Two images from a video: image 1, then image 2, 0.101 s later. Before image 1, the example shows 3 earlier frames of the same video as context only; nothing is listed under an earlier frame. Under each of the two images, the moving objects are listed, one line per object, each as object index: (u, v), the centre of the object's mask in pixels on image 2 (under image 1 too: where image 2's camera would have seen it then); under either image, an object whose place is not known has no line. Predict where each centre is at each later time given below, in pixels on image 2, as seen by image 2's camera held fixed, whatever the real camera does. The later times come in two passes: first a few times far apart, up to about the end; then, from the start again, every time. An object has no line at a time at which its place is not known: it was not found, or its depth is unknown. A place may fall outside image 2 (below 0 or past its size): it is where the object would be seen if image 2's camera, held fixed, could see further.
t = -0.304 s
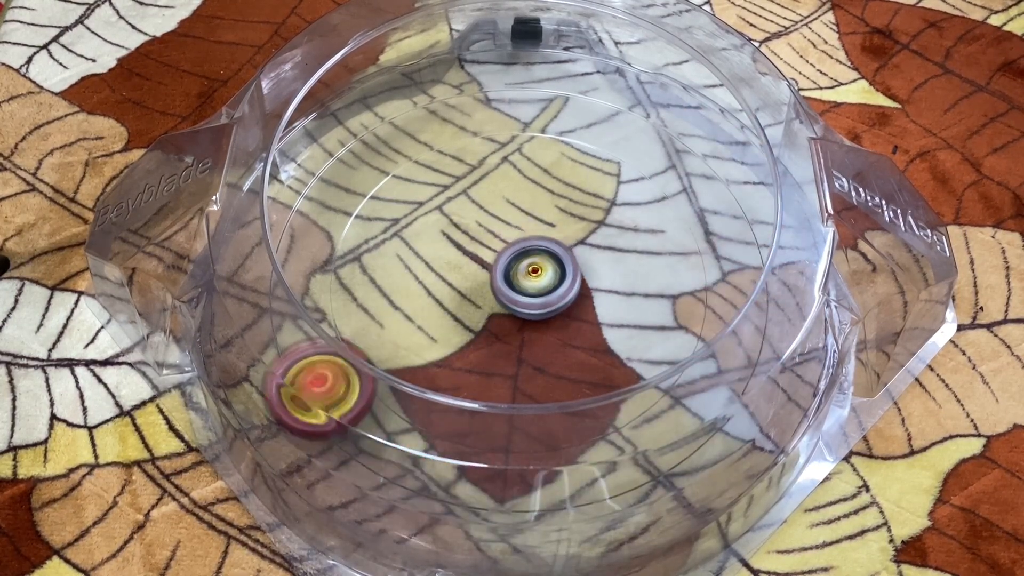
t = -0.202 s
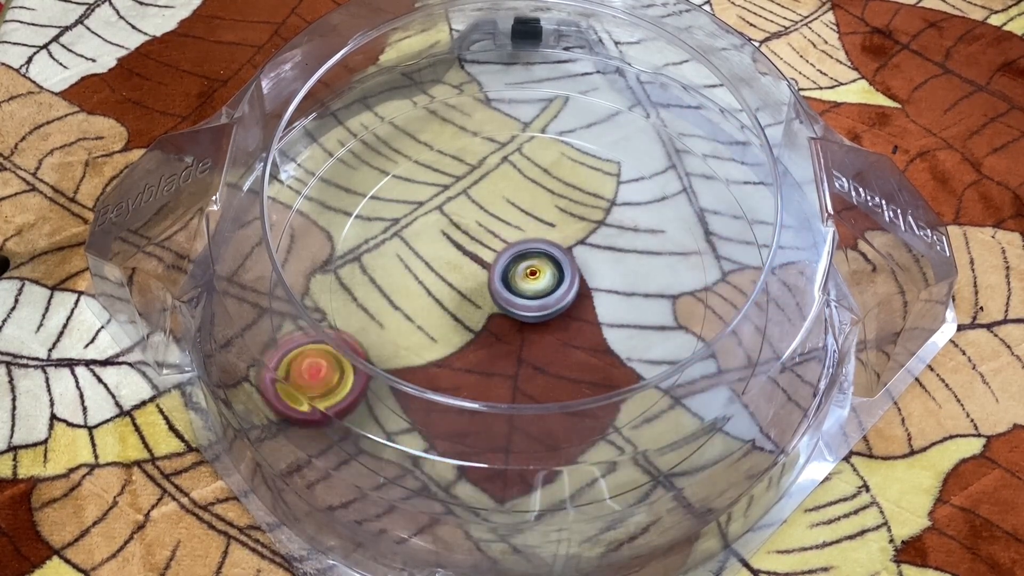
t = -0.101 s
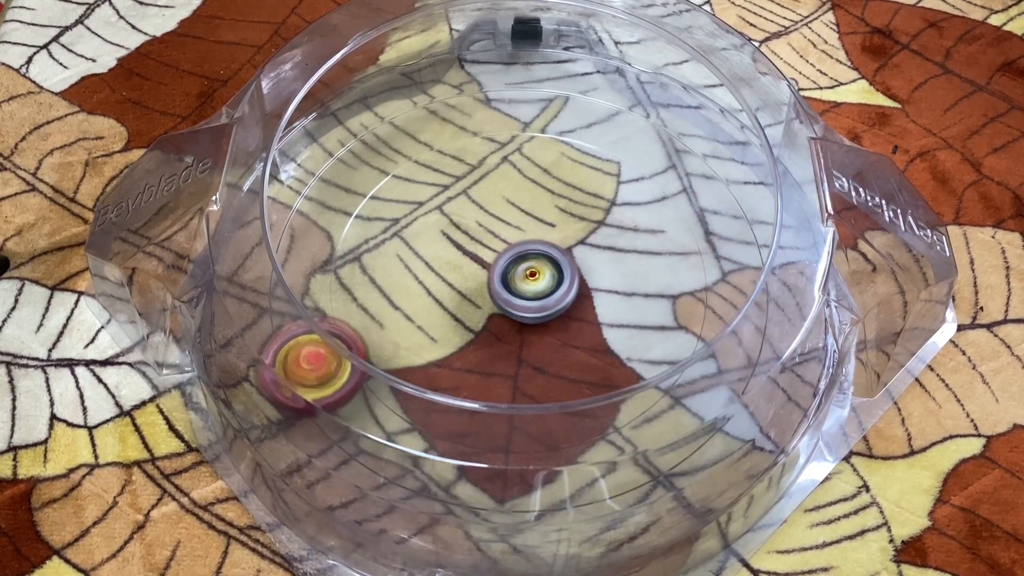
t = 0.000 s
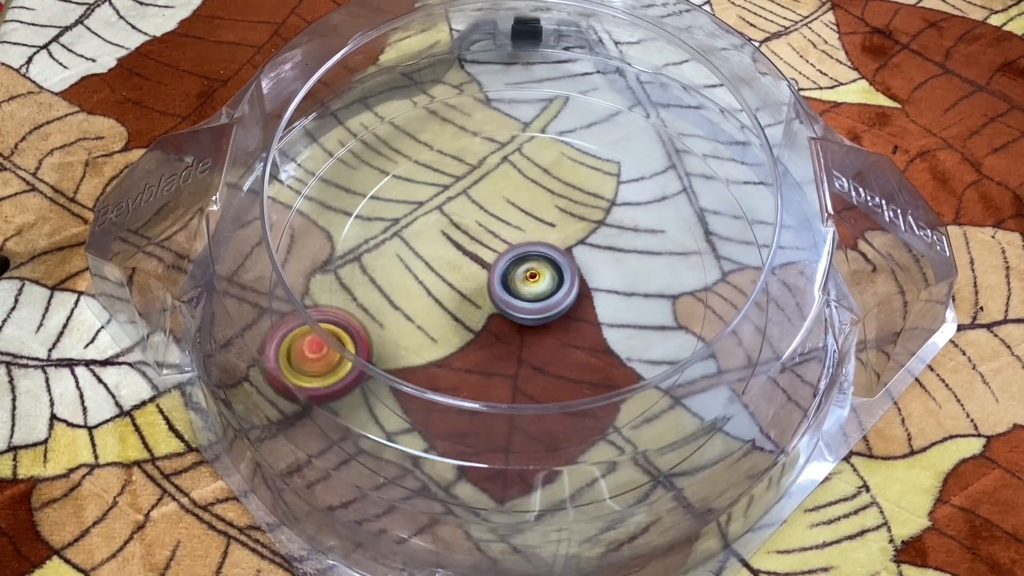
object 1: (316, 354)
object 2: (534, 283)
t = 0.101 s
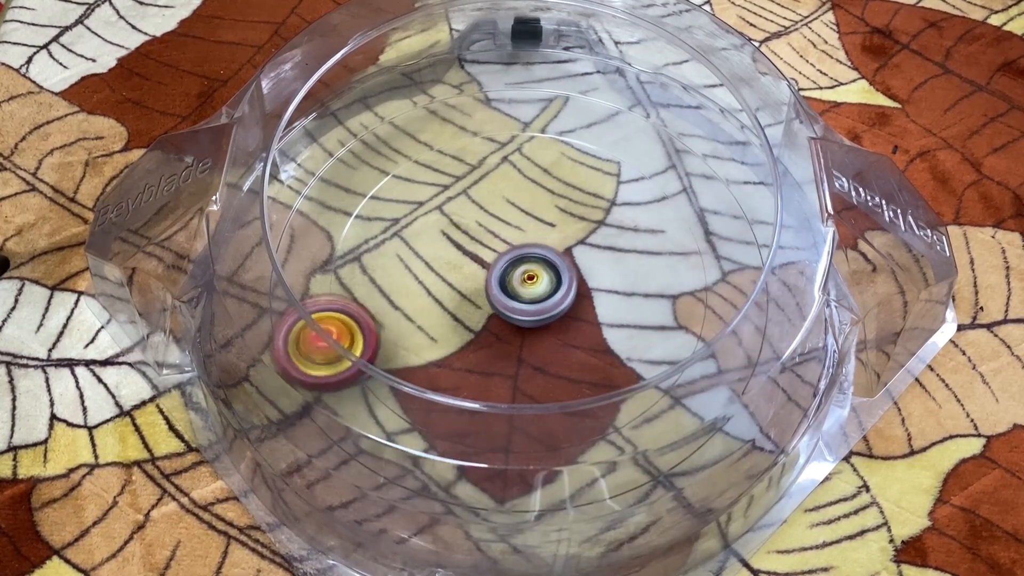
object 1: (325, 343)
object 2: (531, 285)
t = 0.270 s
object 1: (359, 325)
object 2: (527, 288)
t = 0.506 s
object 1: (471, 330)
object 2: (554, 275)
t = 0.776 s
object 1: (538, 315)
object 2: (573, 204)
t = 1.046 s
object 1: (476, 245)
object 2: (533, 164)
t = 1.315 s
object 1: (446, 317)
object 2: (500, 231)
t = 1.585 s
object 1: (605, 293)
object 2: (531, 238)
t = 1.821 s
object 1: (603, 188)
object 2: (503, 242)
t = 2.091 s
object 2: (522, 267)
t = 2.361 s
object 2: (534, 270)
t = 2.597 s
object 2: (534, 276)
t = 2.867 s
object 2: (533, 279)
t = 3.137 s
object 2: (529, 280)
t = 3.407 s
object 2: (521, 284)
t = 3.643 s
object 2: (516, 283)
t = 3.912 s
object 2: (512, 282)
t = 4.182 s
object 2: (508, 277)
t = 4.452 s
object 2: (510, 274)
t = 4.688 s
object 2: (514, 269)
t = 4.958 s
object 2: (518, 267)
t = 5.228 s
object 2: (523, 268)
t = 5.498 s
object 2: (529, 273)
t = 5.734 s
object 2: (529, 276)
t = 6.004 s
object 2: (526, 279)
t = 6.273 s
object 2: (522, 282)
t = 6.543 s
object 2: (518, 284)
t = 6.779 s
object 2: (513, 280)
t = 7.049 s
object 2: (512, 278)
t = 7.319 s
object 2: (513, 272)
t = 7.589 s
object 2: (513, 268)
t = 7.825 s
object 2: (516, 267)
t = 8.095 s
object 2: (519, 269)
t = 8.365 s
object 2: (523, 274)
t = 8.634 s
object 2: (526, 277)
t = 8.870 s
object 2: (523, 281)
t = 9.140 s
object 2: (520, 283)
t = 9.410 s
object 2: (519, 280)
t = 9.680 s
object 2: (519, 277)
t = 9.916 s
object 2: (519, 276)
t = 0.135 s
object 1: (329, 338)
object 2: (530, 285)
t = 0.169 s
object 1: (332, 334)
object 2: (529, 285)
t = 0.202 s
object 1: (338, 330)
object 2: (528, 286)
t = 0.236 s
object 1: (346, 327)
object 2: (527, 286)
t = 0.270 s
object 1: (359, 325)
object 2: (527, 288)
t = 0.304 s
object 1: (377, 322)
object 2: (527, 289)
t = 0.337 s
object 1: (393, 325)
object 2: (527, 289)
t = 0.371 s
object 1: (416, 325)
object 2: (526, 289)
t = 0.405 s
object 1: (439, 326)
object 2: (526, 289)
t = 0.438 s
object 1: (447, 328)
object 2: (538, 285)
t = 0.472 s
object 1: (457, 330)
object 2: (548, 280)
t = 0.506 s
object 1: (471, 330)
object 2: (554, 275)
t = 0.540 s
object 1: (483, 331)
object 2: (558, 269)
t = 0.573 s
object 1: (481, 336)
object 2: (573, 249)
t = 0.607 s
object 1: (485, 339)
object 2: (584, 234)
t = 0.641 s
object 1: (491, 341)
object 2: (587, 221)
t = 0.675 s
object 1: (502, 339)
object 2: (586, 214)
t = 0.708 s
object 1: (515, 335)
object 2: (582, 209)
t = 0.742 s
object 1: (527, 327)
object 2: (578, 206)
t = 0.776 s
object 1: (538, 315)
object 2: (573, 204)
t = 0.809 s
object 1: (545, 298)
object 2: (567, 202)
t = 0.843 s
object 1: (549, 283)
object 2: (563, 199)
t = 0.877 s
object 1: (541, 276)
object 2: (561, 185)
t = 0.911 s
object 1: (532, 268)
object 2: (560, 173)
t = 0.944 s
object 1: (519, 261)
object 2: (555, 167)
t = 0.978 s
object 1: (505, 254)
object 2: (548, 163)
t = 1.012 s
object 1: (491, 249)
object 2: (540, 163)
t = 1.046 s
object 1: (476, 245)
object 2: (533, 164)
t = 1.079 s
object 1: (464, 244)
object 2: (526, 166)
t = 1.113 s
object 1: (453, 247)
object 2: (519, 170)
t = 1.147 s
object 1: (443, 253)
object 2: (512, 175)
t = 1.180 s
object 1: (428, 271)
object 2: (501, 190)
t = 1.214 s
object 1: (426, 282)
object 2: (499, 200)
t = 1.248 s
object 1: (427, 295)
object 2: (498, 210)
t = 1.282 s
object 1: (435, 307)
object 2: (498, 221)
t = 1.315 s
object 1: (446, 317)
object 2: (500, 231)
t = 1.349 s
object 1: (464, 326)
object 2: (503, 241)
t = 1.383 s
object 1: (485, 330)
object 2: (508, 247)
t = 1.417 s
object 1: (507, 333)
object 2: (518, 248)
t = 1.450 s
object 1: (530, 332)
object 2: (525, 246)
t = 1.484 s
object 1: (553, 327)
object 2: (530, 244)
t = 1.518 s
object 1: (573, 320)
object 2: (532, 241)
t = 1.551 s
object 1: (591, 309)
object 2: (532, 238)
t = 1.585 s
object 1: (605, 293)
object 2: (531, 238)
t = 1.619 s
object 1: (616, 280)
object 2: (528, 235)
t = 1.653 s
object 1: (624, 265)
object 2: (525, 232)
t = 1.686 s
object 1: (626, 249)
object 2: (522, 231)
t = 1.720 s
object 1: (622, 234)
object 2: (520, 233)
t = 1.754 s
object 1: (612, 217)
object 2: (520, 236)
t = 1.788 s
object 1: (609, 201)
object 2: (511, 239)
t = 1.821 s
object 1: (603, 188)
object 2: (503, 242)
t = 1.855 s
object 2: (499, 246)
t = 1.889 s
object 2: (498, 250)
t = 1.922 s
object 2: (499, 254)
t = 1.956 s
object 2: (504, 258)
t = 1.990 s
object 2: (511, 261)
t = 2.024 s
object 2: (515, 264)
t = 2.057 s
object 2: (519, 266)
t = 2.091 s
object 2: (522, 267)
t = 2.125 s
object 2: (525, 268)
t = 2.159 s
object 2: (528, 269)
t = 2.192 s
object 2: (529, 269)
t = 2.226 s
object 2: (531, 270)
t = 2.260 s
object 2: (532, 270)
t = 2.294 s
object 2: (532, 270)
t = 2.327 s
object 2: (534, 271)
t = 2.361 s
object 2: (534, 270)
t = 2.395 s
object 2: (534, 271)
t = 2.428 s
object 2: (534, 271)
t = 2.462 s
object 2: (533, 272)
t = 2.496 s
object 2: (533, 273)
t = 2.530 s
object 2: (534, 273)
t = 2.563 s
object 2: (533, 275)
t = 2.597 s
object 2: (534, 276)
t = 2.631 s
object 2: (534, 276)
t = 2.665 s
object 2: (534, 277)
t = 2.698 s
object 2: (534, 277)
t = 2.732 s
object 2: (532, 278)
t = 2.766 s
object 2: (533, 278)
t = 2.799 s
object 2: (532, 278)
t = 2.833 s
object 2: (533, 279)
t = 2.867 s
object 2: (533, 279)
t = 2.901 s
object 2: (533, 279)
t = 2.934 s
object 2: (534, 279)
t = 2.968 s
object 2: (533, 279)
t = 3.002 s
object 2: (533, 280)
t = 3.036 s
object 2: (532, 279)
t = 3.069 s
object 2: (532, 279)
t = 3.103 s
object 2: (531, 279)
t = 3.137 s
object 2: (529, 280)
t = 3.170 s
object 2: (529, 280)
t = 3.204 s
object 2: (526, 281)
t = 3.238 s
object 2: (526, 282)
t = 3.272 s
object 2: (525, 283)
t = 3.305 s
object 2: (524, 283)
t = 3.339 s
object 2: (522, 283)
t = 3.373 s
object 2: (522, 284)
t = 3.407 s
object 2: (521, 284)
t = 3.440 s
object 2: (520, 284)
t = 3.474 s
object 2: (521, 285)
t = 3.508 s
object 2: (520, 285)
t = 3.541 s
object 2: (520, 284)
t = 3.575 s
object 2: (518, 283)
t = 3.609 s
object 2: (518, 283)
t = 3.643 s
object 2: (516, 283)
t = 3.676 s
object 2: (516, 283)
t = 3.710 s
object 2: (515, 283)
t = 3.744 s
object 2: (514, 283)
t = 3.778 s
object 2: (514, 283)
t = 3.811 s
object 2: (513, 283)
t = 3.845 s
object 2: (513, 282)
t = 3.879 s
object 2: (513, 283)
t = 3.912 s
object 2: (512, 282)
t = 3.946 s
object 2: (511, 283)
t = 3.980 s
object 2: (511, 282)
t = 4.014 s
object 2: (510, 281)
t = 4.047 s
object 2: (509, 280)
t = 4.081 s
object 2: (509, 279)
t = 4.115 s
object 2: (509, 279)
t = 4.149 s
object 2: (509, 277)
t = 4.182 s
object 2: (508, 277)
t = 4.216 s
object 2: (509, 276)
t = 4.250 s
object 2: (508, 276)
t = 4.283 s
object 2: (508, 275)
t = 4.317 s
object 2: (508, 275)
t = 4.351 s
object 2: (509, 274)
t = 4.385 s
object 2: (509, 275)
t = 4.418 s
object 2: (510, 274)
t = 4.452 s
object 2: (510, 274)
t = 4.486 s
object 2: (511, 273)
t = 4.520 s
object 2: (512, 273)
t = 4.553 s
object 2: (512, 271)
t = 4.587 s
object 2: (513, 271)
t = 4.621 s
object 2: (513, 270)
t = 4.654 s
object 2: (514, 270)
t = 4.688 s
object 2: (514, 269)
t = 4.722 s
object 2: (515, 269)
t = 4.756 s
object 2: (515, 268)
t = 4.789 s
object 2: (516, 268)
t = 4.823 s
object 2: (515, 268)
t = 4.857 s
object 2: (516, 267)
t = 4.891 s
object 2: (516, 268)
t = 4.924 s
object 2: (517, 267)
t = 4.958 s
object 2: (518, 267)
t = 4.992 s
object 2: (518, 267)
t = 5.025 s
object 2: (520, 267)
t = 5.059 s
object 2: (520, 267)
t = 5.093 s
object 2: (521, 267)
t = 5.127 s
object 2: (520, 268)
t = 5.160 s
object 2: (522, 267)
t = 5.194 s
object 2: (522, 268)
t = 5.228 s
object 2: (523, 268)
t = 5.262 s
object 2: (524, 269)
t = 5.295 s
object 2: (524, 269)
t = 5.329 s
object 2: (526, 270)
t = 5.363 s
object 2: (525, 271)
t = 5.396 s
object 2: (527, 271)
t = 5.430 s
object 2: (527, 272)
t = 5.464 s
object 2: (528, 272)
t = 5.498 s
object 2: (529, 273)
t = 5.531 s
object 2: (528, 274)
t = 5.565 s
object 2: (529, 274)
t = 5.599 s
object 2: (528, 275)
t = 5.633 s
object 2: (528, 275)
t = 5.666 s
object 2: (528, 276)
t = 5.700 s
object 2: (528, 276)
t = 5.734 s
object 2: (529, 276)
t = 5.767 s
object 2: (529, 277)
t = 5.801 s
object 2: (530, 277)
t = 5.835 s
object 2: (530, 277)
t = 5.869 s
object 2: (529, 277)
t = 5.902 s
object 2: (529, 278)
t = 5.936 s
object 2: (527, 278)
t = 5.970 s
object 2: (527, 278)
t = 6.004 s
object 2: (526, 279)
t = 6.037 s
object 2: (525, 279)
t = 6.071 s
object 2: (526, 279)
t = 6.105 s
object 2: (524, 280)
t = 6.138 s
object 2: (524, 280)
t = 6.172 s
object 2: (524, 281)
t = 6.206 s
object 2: (522, 281)
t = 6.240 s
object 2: (523, 281)
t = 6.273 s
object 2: (522, 282)
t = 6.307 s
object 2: (521, 282)
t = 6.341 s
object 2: (521, 282)
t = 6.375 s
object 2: (520, 283)
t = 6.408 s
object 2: (520, 283)
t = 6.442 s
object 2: (520, 283)
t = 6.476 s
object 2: (519, 283)
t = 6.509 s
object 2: (519, 283)
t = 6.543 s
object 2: (518, 284)
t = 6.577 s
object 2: (517, 283)
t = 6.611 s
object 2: (517, 283)
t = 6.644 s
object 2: (516, 283)
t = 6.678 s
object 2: (514, 282)
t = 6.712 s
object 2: (515, 282)
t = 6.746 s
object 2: (514, 282)
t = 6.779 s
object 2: (513, 280)
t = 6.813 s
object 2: (514, 281)
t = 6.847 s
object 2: (514, 281)
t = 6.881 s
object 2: (514, 280)
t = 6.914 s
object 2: (513, 280)
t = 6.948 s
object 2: (512, 279)
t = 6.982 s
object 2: (513, 279)
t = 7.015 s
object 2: (512, 279)
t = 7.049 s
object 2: (512, 278)
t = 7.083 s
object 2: (513, 277)
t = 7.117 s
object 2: (512, 276)
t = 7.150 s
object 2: (512, 275)
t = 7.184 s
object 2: (513, 274)
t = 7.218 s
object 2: (512, 274)
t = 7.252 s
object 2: (513, 273)
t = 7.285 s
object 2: (513, 272)
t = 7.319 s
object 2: (513, 272)
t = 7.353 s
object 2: (512, 271)
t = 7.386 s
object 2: (513, 270)
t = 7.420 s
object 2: (513, 270)
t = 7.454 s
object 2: (513, 270)
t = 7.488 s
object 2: (513, 270)
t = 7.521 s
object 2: (513, 270)
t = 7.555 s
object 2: (512, 269)
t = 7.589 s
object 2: (513, 268)
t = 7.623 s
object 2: (514, 268)
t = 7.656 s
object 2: (513, 269)
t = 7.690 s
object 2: (513, 268)
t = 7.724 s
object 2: (514, 268)
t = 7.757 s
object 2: (515, 268)
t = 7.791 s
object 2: (514, 268)
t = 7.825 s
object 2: (516, 267)
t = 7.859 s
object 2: (516, 268)
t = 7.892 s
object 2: (516, 268)
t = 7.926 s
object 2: (517, 268)
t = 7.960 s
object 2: (517, 269)
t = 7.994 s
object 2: (518, 268)
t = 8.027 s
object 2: (519, 268)
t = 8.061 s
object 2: (519, 269)
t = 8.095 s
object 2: (519, 269)
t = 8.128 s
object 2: (520, 269)
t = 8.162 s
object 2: (521, 270)
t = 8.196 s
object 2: (521, 271)
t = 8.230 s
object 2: (521, 271)
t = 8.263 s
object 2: (522, 272)
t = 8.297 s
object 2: (522, 273)
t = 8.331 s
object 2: (523, 273)
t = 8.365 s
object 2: (523, 274)
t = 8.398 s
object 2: (524, 274)
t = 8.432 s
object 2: (524, 275)
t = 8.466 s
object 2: (524, 276)
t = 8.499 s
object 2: (524, 276)
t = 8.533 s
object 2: (526, 276)
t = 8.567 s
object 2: (526, 277)
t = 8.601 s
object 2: (526, 277)
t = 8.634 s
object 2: (526, 277)
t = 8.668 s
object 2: (527, 279)
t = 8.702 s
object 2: (527, 279)
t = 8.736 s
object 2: (527, 280)
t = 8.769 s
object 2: (526, 280)
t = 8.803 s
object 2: (526, 281)
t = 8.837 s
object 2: (525, 281)
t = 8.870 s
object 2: (523, 281)
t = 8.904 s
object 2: (523, 281)
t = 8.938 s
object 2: (523, 282)
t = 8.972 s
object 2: (523, 282)
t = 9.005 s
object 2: (522, 283)
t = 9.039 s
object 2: (521, 283)
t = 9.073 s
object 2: (521, 283)
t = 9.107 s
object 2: (521, 283)
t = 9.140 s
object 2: (520, 283)
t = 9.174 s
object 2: (519, 283)
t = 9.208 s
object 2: (519, 282)
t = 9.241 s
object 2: (519, 282)
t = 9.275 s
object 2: (519, 281)
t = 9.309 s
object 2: (519, 281)
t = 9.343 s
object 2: (518, 280)
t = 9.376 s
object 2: (519, 280)
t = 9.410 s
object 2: (519, 280)
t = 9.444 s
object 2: (519, 279)
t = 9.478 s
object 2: (519, 279)
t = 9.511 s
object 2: (519, 278)
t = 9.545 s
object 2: (519, 278)
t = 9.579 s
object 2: (520, 278)
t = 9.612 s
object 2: (519, 278)
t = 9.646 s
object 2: (519, 278)
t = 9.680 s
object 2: (519, 277)
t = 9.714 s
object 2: (519, 277)
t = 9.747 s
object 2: (519, 277)
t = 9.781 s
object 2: (518, 277)
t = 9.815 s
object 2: (519, 276)
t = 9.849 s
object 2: (519, 276)
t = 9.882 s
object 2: (519, 276)
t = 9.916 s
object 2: (519, 276)
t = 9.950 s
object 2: (519, 275)
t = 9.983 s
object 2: (519, 274)
